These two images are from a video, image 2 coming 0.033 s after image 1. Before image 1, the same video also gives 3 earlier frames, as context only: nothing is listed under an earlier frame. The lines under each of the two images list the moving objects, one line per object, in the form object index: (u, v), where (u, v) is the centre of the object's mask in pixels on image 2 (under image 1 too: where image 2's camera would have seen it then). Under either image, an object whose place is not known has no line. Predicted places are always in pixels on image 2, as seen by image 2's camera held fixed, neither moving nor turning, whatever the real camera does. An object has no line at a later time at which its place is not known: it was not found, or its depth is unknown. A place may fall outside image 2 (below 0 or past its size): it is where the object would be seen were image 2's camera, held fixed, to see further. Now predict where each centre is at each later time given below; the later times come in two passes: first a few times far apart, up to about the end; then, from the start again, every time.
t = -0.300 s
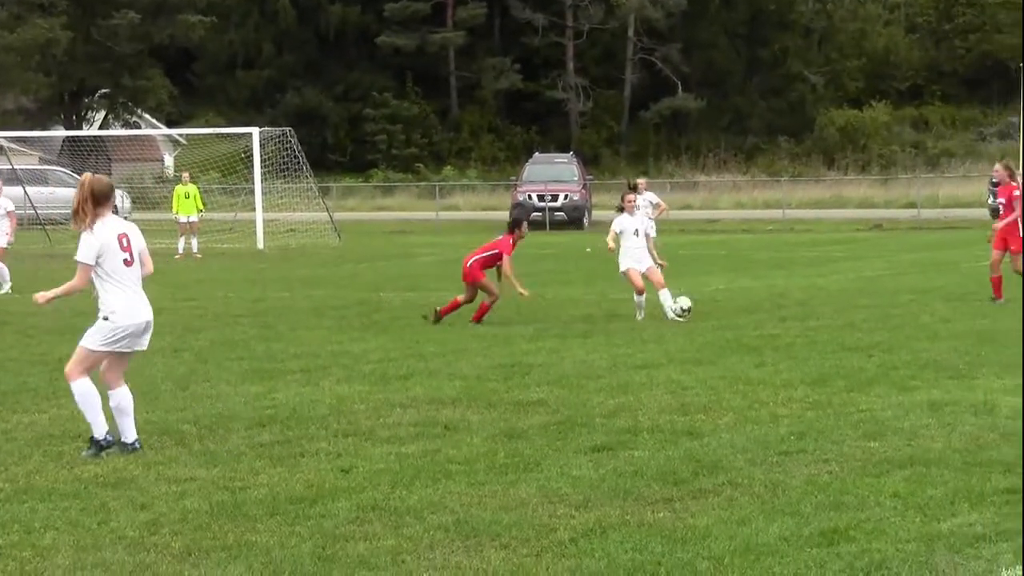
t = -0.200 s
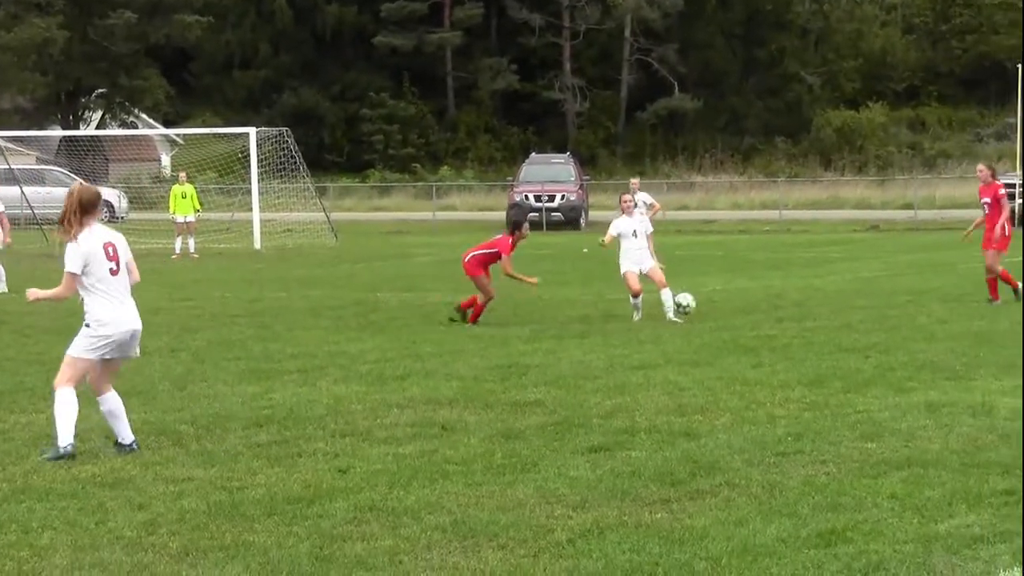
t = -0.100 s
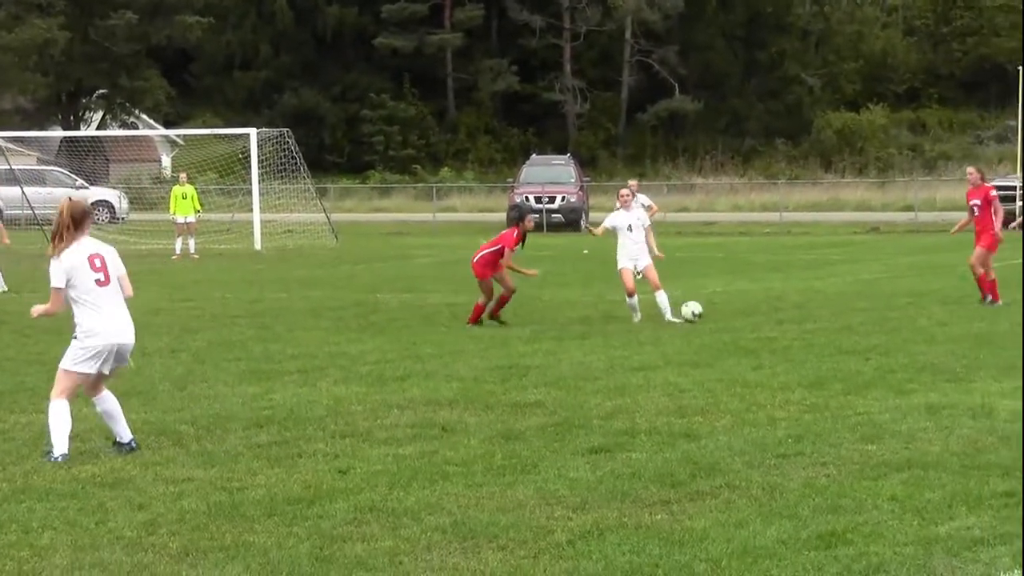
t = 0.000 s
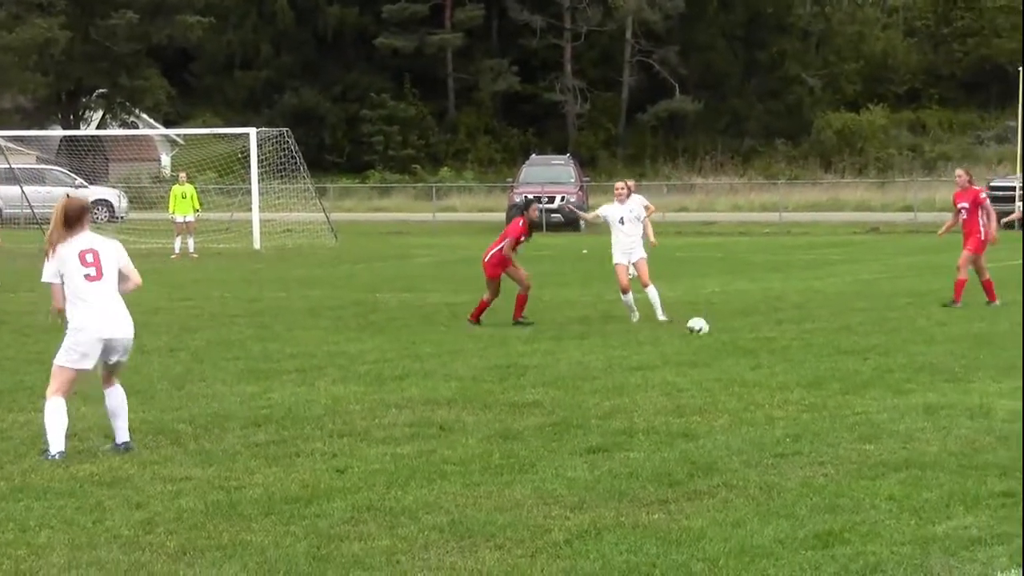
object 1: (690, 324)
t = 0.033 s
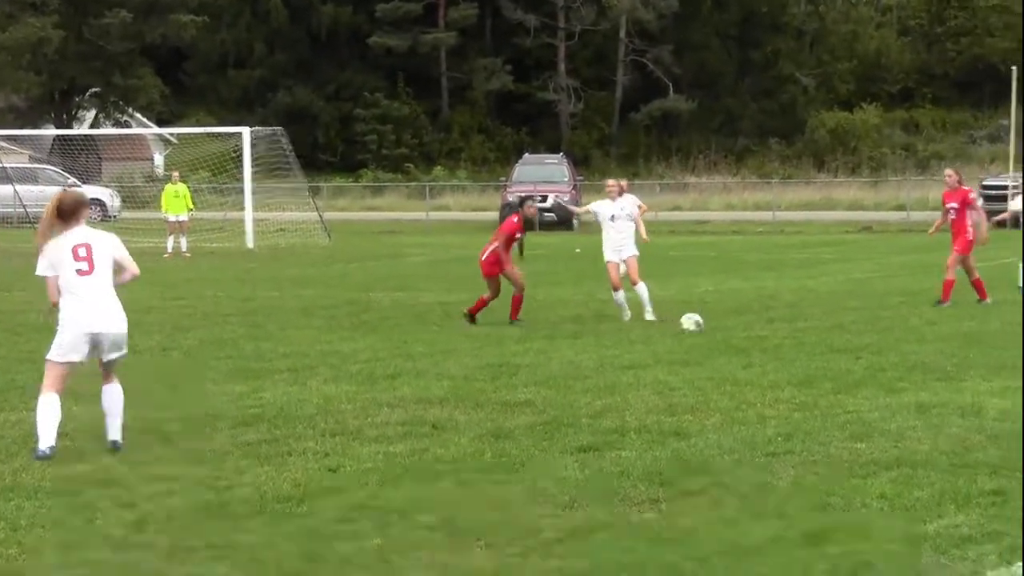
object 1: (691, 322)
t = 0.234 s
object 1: (705, 318)
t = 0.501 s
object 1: (722, 327)
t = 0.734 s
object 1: (738, 335)
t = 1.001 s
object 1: (759, 344)
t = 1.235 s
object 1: (776, 351)
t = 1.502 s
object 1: (795, 357)
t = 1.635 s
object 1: (805, 360)
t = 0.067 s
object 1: (693, 320)
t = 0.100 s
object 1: (696, 317)
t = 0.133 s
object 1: (698, 316)
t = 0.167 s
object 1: (700, 315)
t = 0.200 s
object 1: (702, 316)
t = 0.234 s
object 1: (705, 318)
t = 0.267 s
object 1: (707, 321)
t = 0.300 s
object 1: (709, 326)
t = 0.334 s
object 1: (712, 330)
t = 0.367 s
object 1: (714, 331)
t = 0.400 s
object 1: (715, 329)
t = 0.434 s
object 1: (718, 327)
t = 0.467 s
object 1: (720, 326)
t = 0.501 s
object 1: (722, 327)
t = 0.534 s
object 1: (724, 328)
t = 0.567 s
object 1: (727, 332)
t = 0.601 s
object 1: (729, 334)
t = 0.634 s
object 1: (731, 337)
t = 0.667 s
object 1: (734, 336)
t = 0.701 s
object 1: (736, 335)
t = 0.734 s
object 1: (738, 335)
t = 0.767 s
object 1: (741, 336)
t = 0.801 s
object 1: (744, 338)
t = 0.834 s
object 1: (747, 340)
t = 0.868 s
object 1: (749, 342)
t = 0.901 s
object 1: (751, 342)
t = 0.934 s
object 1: (754, 342)
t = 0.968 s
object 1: (757, 344)
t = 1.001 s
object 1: (759, 344)
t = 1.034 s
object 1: (761, 346)
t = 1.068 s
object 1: (764, 347)
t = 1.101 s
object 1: (767, 347)
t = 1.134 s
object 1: (769, 347)
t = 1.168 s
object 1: (771, 348)
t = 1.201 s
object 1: (774, 349)
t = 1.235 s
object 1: (776, 351)
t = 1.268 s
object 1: (779, 352)
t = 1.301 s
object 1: (781, 352)
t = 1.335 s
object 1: (784, 352)
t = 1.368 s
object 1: (787, 353)
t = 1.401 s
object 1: (789, 354)
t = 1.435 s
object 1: (790, 356)
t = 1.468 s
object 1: (793, 357)
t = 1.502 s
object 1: (795, 357)
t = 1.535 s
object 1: (797, 359)
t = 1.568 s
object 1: (800, 360)
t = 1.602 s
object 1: (802, 360)
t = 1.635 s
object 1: (805, 360)
